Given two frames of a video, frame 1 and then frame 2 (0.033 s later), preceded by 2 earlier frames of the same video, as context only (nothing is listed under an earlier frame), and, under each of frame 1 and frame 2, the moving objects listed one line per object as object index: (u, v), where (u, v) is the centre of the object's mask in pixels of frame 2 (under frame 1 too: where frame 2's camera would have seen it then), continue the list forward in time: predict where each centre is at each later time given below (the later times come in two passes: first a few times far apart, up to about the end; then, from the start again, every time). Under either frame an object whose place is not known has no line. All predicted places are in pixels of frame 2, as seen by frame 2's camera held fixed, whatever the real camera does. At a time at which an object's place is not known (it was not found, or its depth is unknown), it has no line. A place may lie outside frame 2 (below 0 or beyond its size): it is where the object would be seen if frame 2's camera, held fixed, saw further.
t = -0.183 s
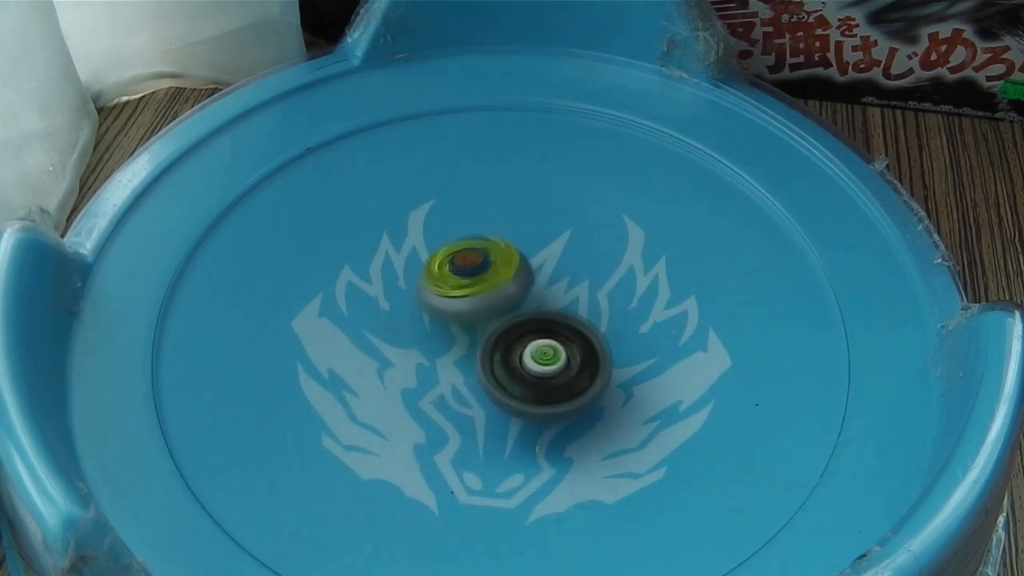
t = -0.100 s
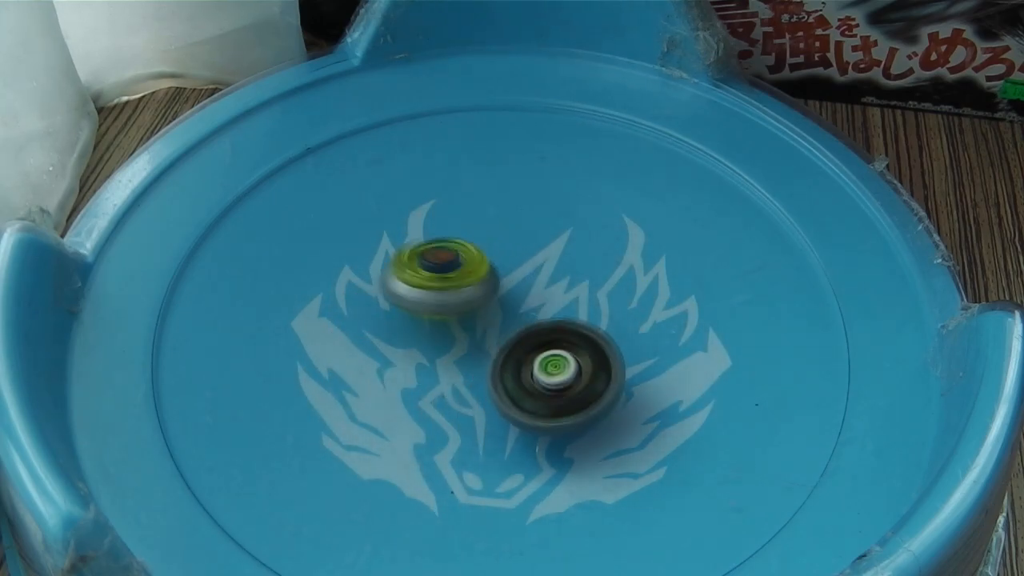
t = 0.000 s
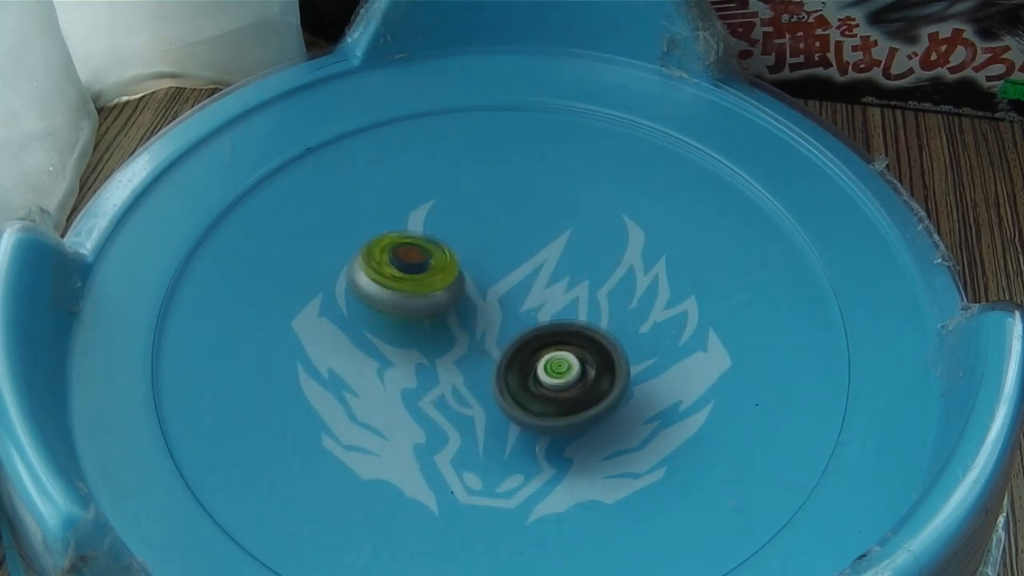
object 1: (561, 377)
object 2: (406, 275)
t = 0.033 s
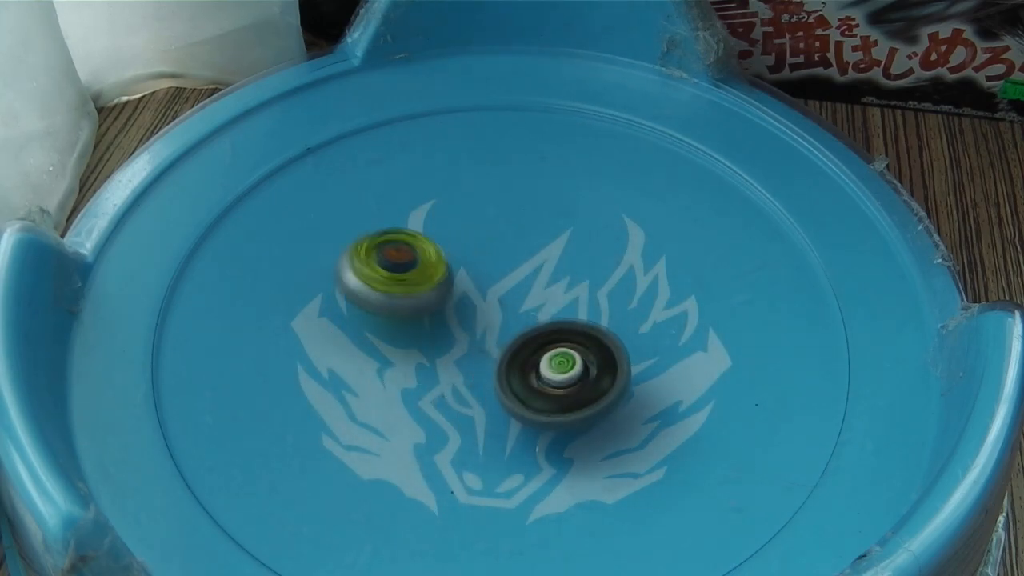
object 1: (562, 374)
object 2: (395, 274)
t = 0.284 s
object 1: (554, 361)
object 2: (371, 279)
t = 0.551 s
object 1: (547, 345)
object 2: (410, 303)
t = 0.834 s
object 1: (596, 350)
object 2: (368, 302)
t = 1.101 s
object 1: (583, 331)
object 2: (401, 336)
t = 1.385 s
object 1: (539, 317)
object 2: (407, 375)
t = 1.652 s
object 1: (496, 289)
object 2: (420, 381)
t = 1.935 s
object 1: (474, 281)
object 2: (470, 393)
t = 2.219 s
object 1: (484, 291)
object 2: (473, 395)
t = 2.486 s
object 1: (511, 288)
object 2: (450, 393)
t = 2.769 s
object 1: (530, 294)
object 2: (405, 358)
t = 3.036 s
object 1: (587, 317)
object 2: (361, 334)
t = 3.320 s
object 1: (566, 319)
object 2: (412, 326)
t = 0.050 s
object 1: (563, 373)
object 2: (389, 273)
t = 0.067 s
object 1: (562, 372)
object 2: (383, 272)
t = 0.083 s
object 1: (563, 371)
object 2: (380, 272)
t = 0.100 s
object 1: (564, 371)
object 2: (376, 271)
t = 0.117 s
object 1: (563, 370)
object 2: (373, 271)
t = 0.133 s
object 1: (563, 369)
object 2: (371, 271)
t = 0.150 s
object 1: (564, 368)
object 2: (370, 271)
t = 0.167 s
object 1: (563, 367)
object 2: (369, 270)
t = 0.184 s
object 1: (562, 366)
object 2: (369, 270)
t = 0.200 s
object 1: (561, 365)
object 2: (370, 270)
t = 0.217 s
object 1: (561, 364)
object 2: (370, 271)
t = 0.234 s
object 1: (558, 364)
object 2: (371, 275)
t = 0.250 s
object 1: (557, 363)
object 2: (370, 276)
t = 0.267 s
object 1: (555, 361)
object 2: (371, 278)
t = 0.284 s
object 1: (554, 361)
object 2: (371, 279)
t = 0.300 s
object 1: (552, 359)
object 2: (373, 279)
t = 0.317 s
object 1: (550, 357)
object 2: (375, 280)
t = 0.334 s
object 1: (549, 356)
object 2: (378, 281)
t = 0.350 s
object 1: (546, 355)
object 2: (380, 283)
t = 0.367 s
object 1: (544, 353)
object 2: (383, 286)
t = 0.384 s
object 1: (543, 352)
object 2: (387, 289)
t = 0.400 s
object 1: (542, 350)
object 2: (392, 291)
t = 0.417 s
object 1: (539, 350)
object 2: (396, 294)
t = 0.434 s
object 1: (538, 347)
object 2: (402, 297)
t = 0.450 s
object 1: (537, 346)
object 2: (408, 301)
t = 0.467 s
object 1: (535, 344)
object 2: (413, 305)
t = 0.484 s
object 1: (537, 345)
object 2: (413, 306)
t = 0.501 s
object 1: (542, 344)
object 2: (412, 305)
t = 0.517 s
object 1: (545, 345)
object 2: (409, 304)
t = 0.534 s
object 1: (546, 345)
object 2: (409, 303)
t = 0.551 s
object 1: (547, 345)
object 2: (410, 303)
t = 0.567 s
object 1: (548, 344)
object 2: (413, 306)
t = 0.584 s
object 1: (547, 344)
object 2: (415, 309)
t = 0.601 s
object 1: (545, 344)
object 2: (419, 313)
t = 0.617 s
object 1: (546, 343)
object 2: (418, 315)
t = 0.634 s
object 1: (560, 349)
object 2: (408, 311)
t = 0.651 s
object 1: (568, 352)
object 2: (398, 306)
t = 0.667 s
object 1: (574, 355)
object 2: (390, 301)
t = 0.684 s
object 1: (579, 356)
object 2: (383, 299)
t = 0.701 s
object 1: (583, 357)
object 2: (380, 297)
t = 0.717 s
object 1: (585, 356)
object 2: (377, 294)
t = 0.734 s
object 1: (587, 355)
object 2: (376, 295)
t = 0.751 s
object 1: (588, 354)
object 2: (374, 295)
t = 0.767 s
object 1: (590, 355)
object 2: (373, 295)
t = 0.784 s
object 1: (591, 352)
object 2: (372, 296)
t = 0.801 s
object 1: (593, 350)
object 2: (370, 298)
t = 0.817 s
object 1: (595, 349)
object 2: (369, 300)
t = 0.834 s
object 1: (596, 350)
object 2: (368, 302)
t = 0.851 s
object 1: (595, 348)
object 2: (368, 303)
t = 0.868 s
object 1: (595, 345)
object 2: (367, 304)
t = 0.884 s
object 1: (596, 343)
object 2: (366, 306)
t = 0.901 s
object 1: (595, 342)
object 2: (366, 307)
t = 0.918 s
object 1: (594, 340)
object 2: (368, 308)
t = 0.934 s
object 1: (595, 338)
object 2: (370, 309)
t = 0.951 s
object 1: (596, 337)
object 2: (372, 310)
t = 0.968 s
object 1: (595, 336)
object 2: (375, 313)
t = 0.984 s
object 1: (593, 335)
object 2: (377, 316)
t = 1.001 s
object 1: (594, 334)
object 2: (380, 318)
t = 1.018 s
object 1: (593, 333)
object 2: (384, 321)
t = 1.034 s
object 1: (592, 332)
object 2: (387, 323)
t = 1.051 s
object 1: (589, 333)
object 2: (391, 326)
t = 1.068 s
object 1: (588, 333)
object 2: (394, 330)
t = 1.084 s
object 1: (585, 331)
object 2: (398, 333)
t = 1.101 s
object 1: (583, 331)
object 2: (401, 336)
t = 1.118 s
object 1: (579, 330)
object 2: (404, 339)
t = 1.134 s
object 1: (577, 329)
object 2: (406, 342)
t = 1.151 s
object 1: (576, 328)
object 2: (408, 346)
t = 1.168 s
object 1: (573, 328)
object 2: (409, 348)
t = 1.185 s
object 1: (570, 328)
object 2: (410, 351)
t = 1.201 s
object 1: (568, 327)
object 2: (409, 353)
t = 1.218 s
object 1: (566, 326)
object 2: (410, 355)
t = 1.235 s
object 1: (564, 325)
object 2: (410, 356)
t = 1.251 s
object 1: (560, 326)
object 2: (409, 358)
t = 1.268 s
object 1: (558, 325)
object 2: (410, 359)
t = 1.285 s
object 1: (556, 323)
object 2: (410, 361)
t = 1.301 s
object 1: (553, 323)
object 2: (410, 362)
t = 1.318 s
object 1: (549, 322)
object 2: (410, 364)
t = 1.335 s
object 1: (548, 321)
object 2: (410, 366)
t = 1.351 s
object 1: (545, 319)
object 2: (410, 368)
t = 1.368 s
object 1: (543, 318)
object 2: (409, 372)
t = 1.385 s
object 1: (539, 317)
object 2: (407, 375)
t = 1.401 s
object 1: (537, 315)
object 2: (406, 378)
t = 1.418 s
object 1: (534, 313)
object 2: (405, 379)
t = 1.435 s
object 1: (531, 312)
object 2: (404, 379)
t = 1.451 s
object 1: (528, 311)
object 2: (402, 380)
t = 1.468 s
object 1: (525, 309)
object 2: (401, 380)
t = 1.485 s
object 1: (522, 306)
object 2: (401, 381)
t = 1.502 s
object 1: (520, 305)
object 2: (402, 382)
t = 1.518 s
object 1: (517, 305)
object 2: (403, 383)
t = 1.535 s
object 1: (515, 302)
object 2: (404, 384)
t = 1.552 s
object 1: (511, 299)
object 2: (406, 385)
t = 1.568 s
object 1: (508, 298)
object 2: (408, 385)
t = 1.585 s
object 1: (506, 297)
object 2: (409, 385)
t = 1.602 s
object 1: (503, 295)
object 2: (411, 383)
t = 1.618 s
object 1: (501, 292)
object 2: (413, 382)
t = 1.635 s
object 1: (498, 291)
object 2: (416, 381)
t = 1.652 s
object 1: (496, 289)
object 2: (420, 381)
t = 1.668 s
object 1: (495, 287)
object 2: (424, 381)
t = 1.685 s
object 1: (493, 285)
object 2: (428, 381)
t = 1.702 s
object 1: (491, 284)
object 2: (431, 381)
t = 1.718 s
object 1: (489, 283)
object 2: (434, 382)
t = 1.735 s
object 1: (488, 282)
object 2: (439, 383)
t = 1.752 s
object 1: (488, 281)
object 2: (441, 383)
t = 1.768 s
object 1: (487, 279)
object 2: (444, 384)
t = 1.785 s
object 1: (485, 279)
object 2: (448, 385)
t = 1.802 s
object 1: (483, 279)
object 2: (451, 386)
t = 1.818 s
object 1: (483, 279)
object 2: (455, 387)
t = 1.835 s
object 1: (482, 279)
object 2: (459, 388)
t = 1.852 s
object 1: (480, 279)
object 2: (461, 389)
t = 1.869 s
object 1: (478, 280)
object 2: (464, 390)
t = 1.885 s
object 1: (477, 280)
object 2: (467, 391)
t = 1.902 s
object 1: (476, 281)
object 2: (467, 392)
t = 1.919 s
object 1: (475, 281)
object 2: (468, 392)
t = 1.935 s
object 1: (474, 281)
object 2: (470, 393)
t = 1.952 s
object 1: (475, 280)
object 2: (470, 394)
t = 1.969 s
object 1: (476, 281)
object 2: (472, 394)
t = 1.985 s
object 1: (475, 281)
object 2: (473, 394)
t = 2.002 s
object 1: (474, 281)
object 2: (474, 394)
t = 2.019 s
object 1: (475, 281)
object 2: (475, 395)
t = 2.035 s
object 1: (476, 281)
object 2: (475, 398)
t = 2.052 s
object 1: (476, 282)
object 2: (475, 400)
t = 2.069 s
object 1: (475, 282)
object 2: (475, 402)
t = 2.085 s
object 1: (477, 282)
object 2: (474, 403)
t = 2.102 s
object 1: (479, 282)
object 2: (473, 404)
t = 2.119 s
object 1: (480, 284)
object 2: (471, 403)
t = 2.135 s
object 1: (480, 285)
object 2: (472, 402)
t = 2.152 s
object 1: (482, 285)
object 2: (472, 400)
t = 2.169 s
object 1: (484, 286)
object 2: (471, 399)
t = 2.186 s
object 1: (484, 289)
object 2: (472, 397)
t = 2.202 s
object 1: (483, 290)
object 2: (472, 395)
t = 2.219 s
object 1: (484, 291)
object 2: (473, 395)
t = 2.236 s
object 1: (486, 291)
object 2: (473, 395)
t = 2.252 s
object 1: (490, 290)
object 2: (467, 399)
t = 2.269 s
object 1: (496, 286)
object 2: (462, 405)
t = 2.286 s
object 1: (500, 284)
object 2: (458, 410)
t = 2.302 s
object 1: (503, 283)
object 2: (454, 413)
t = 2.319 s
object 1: (506, 283)
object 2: (451, 415)
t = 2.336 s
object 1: (507, 283)
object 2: (445, 416)
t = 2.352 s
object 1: (506, 283)
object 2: (441, 415)
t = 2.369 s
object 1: (507, 282)
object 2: (440, 412)
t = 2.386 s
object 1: (509, 282)
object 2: (441, 409)
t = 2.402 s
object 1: (510, 283)
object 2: (441, 408)
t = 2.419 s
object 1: (509, 284)
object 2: (441, 406)
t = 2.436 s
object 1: (509, 284)
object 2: (442, 403)
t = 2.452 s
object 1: (510, 284)
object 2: (444, 401)
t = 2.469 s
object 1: (511, 285)
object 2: (447, 398)
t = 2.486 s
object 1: (511, 288)
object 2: (450, 393)
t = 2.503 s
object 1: (511, 288)
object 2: (453, 388)
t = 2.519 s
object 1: (511, 289)
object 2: (455, 384)
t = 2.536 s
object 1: (513, 290)
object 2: (458, 382)
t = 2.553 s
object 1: (515, 289)
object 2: (457, 379)
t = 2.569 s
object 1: (520, 289)
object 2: (453, 375)
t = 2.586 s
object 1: (525, 289)
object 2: (449, 376)
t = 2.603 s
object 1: (527, 288)
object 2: (444, 373)
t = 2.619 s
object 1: (529, 290)
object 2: (440, 373)
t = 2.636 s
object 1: (529, 291)
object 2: (437, 369)
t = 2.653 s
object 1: (528, 290)
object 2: (430, 367)
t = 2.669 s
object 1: (528, 291)
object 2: (424, 363)
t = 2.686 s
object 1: (530, 290)
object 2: (419, 361)
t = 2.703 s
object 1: (530, 291)
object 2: (416, 360)
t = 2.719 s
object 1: (529, 293)
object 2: (412, 359)
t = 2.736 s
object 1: (528, 293)
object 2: (409, 359)
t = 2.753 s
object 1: (528, 294)
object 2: (406, 358)
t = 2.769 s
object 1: (530, 294)
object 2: (405, 358)
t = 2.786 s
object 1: (529, 294)
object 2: (404, 357)
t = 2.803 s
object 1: (527, 297)
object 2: (403, 357)
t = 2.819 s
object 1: (527, 297)
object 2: (403, 357)
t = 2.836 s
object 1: (527, 298)
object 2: (403, 356)
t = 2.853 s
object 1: (527, 299)
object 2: (405, 355)
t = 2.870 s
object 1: (526, 300)
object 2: (407, 354)
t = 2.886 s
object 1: (524, 302)
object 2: (410, 354)
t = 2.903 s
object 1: (522, 303)
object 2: (414, 353)
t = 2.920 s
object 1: (522, 303)
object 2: (416, 353)
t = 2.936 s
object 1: (532, 304)
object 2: (408, 350)
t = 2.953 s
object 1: (545, 307)
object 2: (396, 346)
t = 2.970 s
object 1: (558, 308)
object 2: (385, 343)
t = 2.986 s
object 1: (567, 310)
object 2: (377, 341)
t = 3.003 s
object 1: (576, 313)
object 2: (370, 338)
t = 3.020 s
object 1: (583, 314)
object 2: (365, 336)
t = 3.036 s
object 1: (587, 317)
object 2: (361, 334)
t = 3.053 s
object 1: (588, 319)
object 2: (358, 332)
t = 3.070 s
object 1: (588, 320)
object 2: (357, 331)
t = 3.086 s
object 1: (587, 320)
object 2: (356, 331)
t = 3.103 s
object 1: (585, 321)
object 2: (358, 330)
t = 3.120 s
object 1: (585, 318)
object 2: (359, 330)
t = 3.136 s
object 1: (584, 318)
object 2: (362, 330)
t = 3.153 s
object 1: (583, 317)
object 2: (365, 330)
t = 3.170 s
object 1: (581, 320)
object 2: (368, 329)
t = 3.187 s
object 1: (581, 319)
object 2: (373, 329)
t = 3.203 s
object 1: (581, 319)
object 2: (378, 329)
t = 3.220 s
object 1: (582, 318)
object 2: (383, 327)
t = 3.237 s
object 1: (581, 318)
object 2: (388, 327)
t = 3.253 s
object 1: (577, 319)
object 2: (394, 325)
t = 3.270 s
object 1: (574, 320)
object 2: (398, 324)
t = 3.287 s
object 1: (570, 319)
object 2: (403, 325)
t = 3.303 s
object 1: (568, 319)
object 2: (407, 326)
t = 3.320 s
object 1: (566, 319)
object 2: (412, 326)
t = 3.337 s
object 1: (563, 319)
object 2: (415, 327)
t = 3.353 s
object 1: (559, 318)
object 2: (418, 328)
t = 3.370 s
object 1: (555, 317)
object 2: (421, 329)
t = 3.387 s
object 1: (550, 316)
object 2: (424, 331)
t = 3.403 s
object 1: (548, 316)
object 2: (427, 333)
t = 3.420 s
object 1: (545, 315)
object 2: (430, 335)
